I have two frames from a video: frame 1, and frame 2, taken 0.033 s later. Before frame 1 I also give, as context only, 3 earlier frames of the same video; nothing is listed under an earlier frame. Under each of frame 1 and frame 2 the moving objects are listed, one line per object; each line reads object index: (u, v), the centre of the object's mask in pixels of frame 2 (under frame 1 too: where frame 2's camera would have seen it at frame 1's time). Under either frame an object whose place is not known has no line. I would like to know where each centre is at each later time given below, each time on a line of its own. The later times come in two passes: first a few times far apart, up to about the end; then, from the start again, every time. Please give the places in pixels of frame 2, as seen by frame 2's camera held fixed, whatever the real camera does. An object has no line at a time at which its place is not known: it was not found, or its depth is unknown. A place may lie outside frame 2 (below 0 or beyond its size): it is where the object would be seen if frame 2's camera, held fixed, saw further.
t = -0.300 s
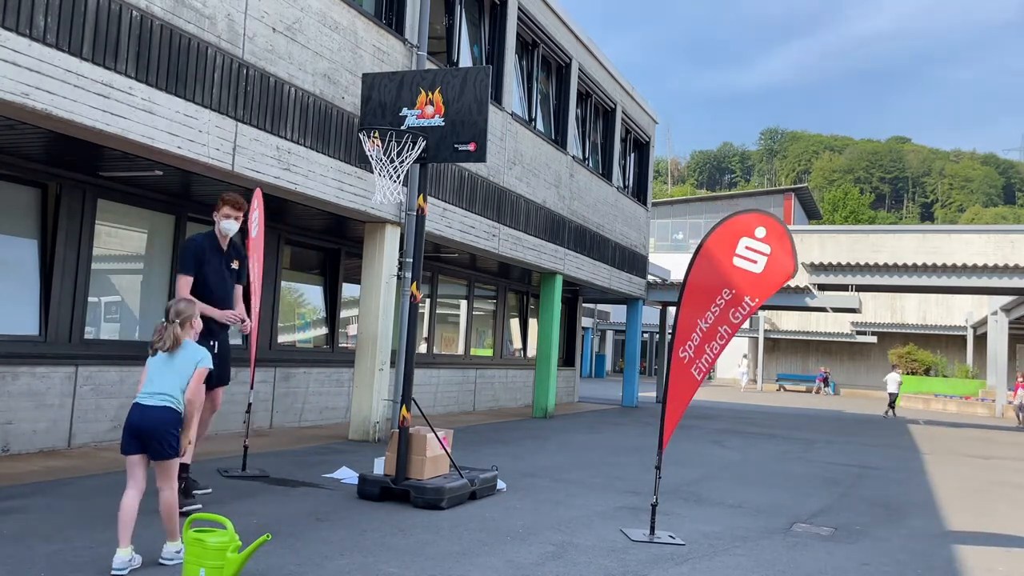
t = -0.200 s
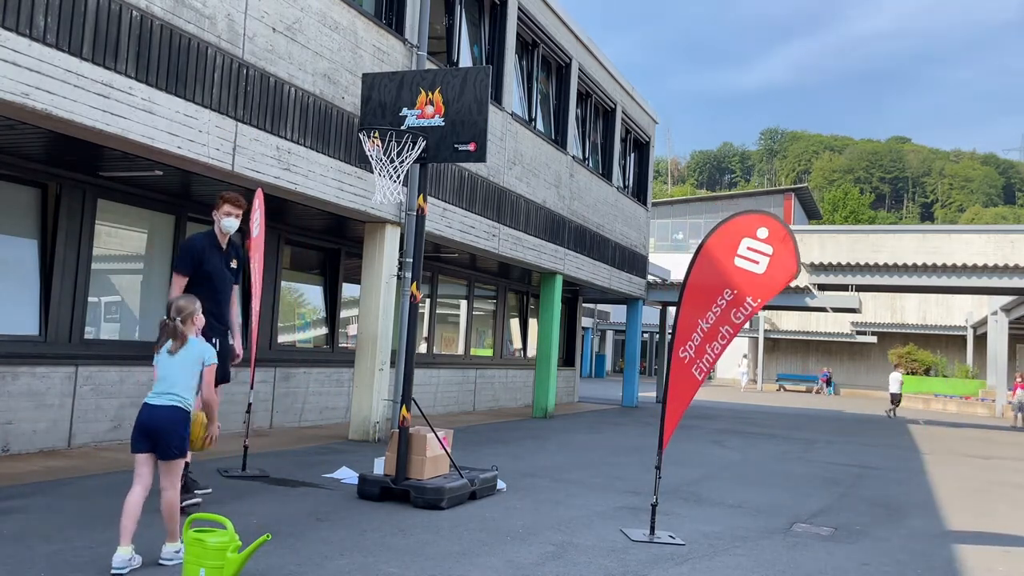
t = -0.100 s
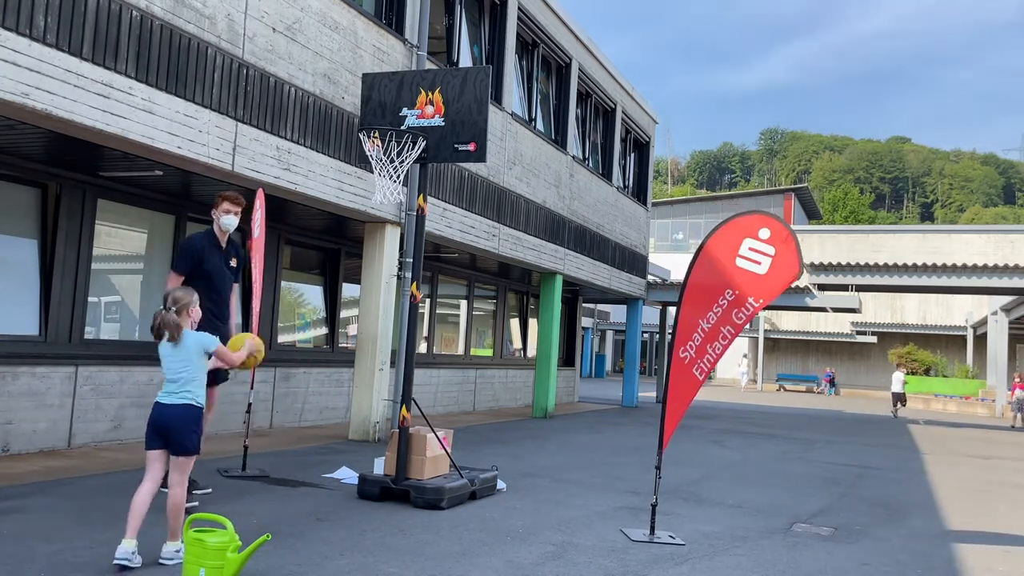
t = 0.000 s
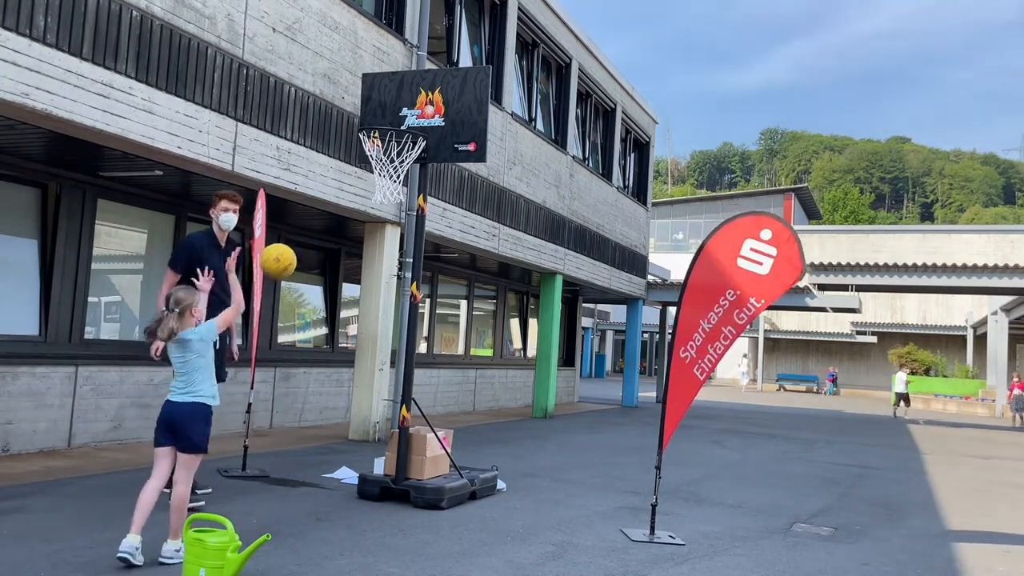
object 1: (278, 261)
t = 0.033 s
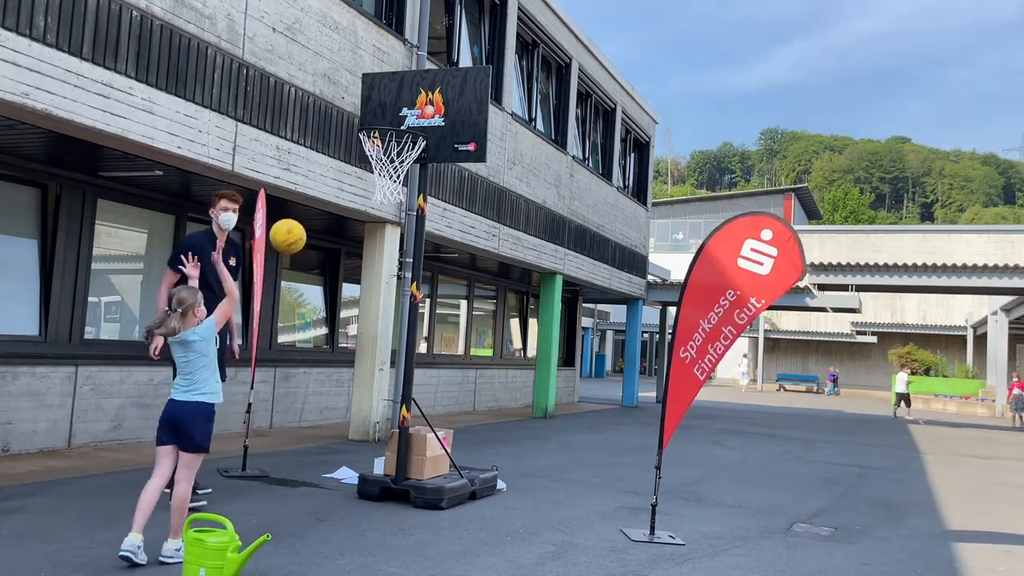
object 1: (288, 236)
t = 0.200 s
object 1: (331, 147)
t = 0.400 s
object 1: (365, 103)
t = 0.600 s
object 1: (378, 110)
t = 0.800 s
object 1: (390, 164)
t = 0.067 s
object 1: (297, 214)
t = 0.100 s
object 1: (306, 194)
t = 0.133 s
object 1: (315, 176)
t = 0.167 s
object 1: (323, 161)
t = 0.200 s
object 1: (331, 147)
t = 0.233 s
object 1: (339, 136)
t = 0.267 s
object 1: (346, 126)
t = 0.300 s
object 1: (353, 118)
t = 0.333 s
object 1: (359, 112)
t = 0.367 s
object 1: (362, 107)
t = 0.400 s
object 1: (365, 103)
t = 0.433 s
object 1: (367, 100)
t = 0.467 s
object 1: (370, 99)
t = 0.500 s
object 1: (372, 100)
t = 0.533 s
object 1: (374, 102)
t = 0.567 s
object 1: (376, 105)
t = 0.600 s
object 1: (378, 110)
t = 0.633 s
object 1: (380, 115)
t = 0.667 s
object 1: (382, 124)
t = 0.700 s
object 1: (383, 134)
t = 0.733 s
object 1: (385, 145)
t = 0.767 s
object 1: (387, 156)
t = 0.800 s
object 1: (390, 164)
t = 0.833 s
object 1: (391, 169)
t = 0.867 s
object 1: (394, 173)
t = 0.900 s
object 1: (396, 174)
